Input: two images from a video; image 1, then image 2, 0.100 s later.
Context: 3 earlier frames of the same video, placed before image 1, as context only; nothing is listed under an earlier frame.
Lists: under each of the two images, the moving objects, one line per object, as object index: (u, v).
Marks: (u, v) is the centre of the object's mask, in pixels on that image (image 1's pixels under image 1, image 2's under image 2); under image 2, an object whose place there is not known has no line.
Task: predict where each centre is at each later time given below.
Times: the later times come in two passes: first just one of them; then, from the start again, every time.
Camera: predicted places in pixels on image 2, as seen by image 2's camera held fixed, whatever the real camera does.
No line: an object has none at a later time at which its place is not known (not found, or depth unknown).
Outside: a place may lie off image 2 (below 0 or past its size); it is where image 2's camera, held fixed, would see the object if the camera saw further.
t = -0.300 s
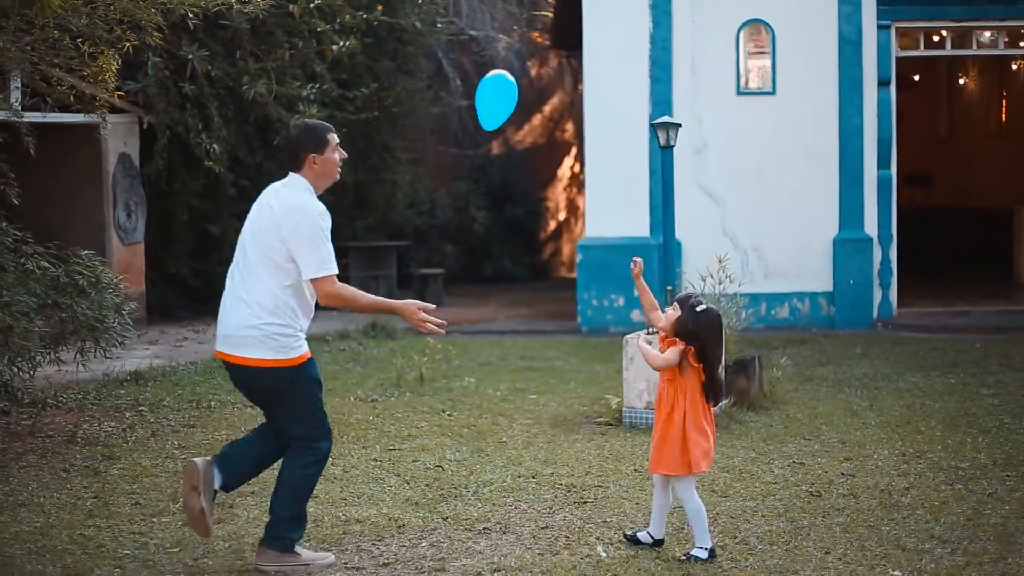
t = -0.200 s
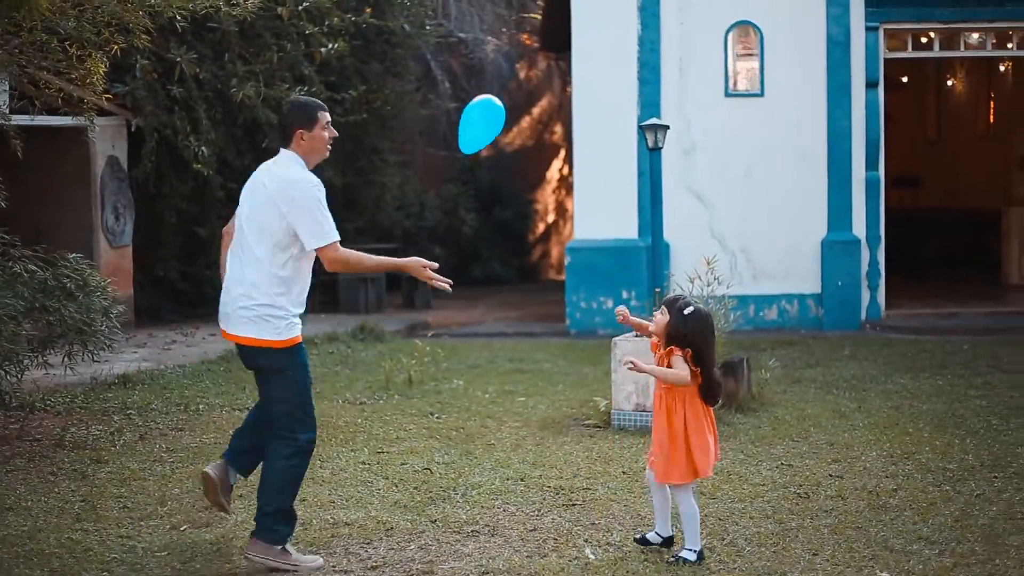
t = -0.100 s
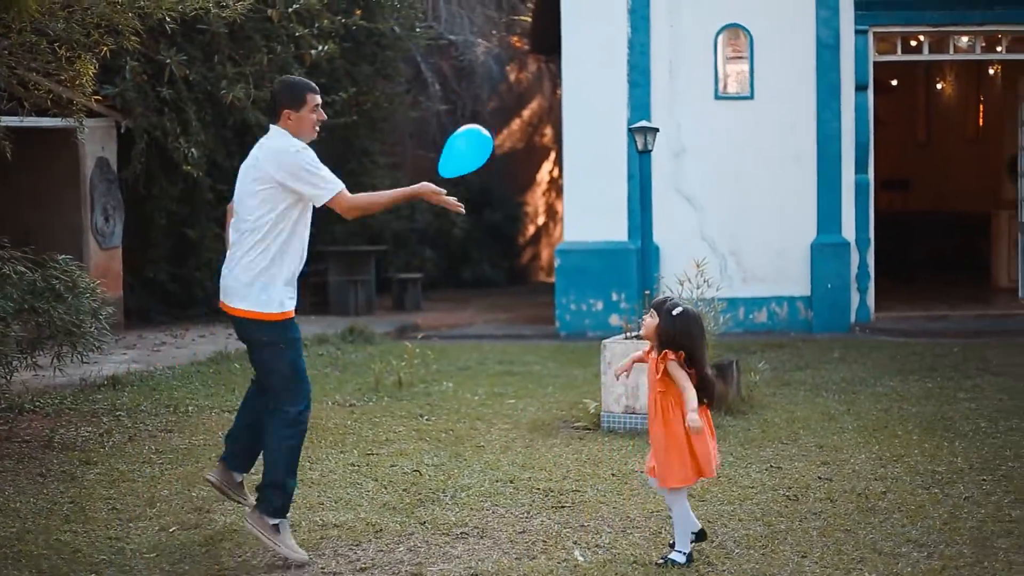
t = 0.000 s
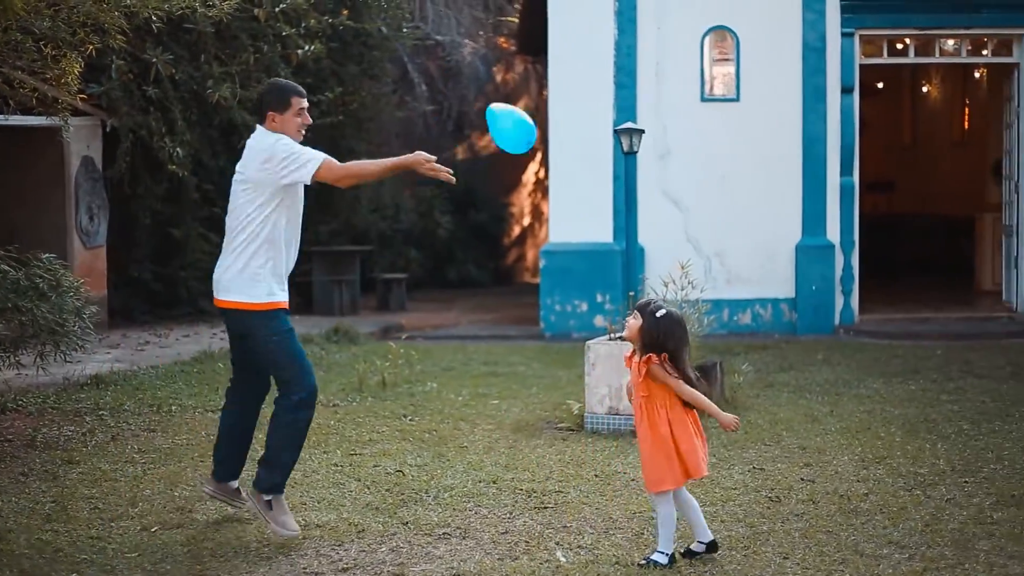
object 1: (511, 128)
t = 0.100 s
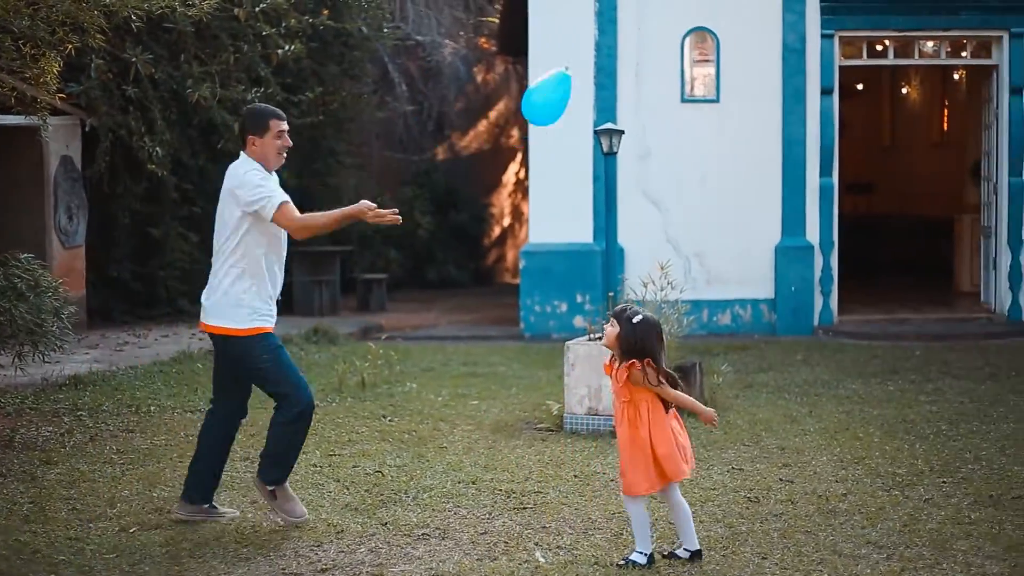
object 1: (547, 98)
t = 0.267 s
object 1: (628, 65)
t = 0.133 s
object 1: (565, 88)
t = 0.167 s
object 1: (581, 80)
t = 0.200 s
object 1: (598, 74)
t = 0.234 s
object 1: (613, 69)
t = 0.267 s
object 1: (628, 65)
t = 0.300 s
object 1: (641, 63)
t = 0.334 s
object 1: (653, 63)
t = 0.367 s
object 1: (666, 63)
